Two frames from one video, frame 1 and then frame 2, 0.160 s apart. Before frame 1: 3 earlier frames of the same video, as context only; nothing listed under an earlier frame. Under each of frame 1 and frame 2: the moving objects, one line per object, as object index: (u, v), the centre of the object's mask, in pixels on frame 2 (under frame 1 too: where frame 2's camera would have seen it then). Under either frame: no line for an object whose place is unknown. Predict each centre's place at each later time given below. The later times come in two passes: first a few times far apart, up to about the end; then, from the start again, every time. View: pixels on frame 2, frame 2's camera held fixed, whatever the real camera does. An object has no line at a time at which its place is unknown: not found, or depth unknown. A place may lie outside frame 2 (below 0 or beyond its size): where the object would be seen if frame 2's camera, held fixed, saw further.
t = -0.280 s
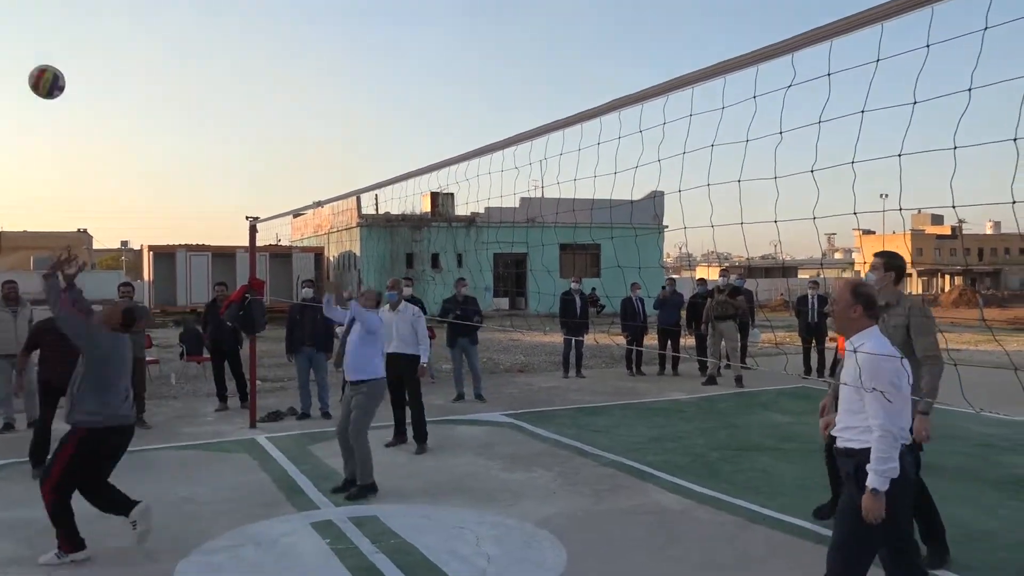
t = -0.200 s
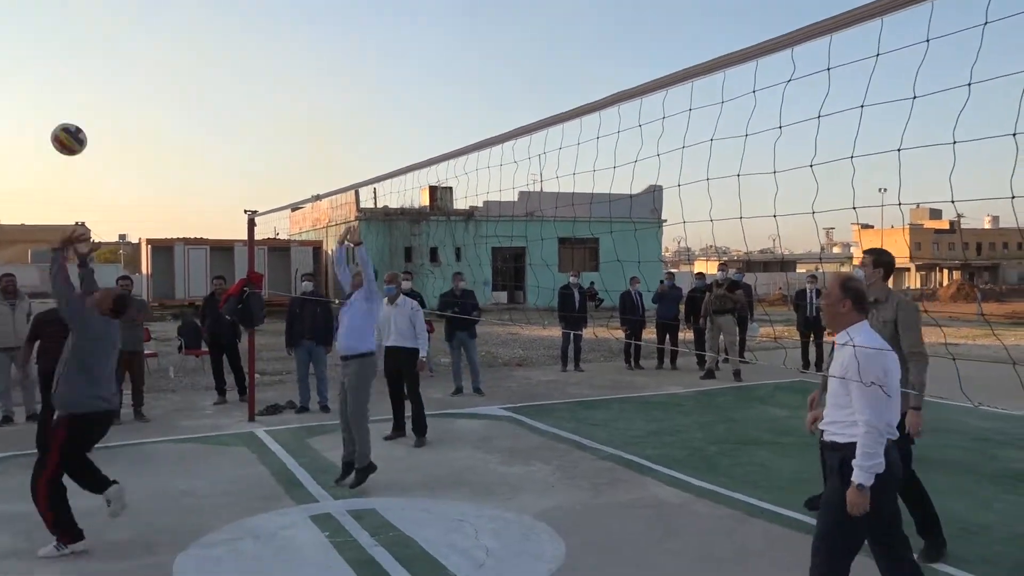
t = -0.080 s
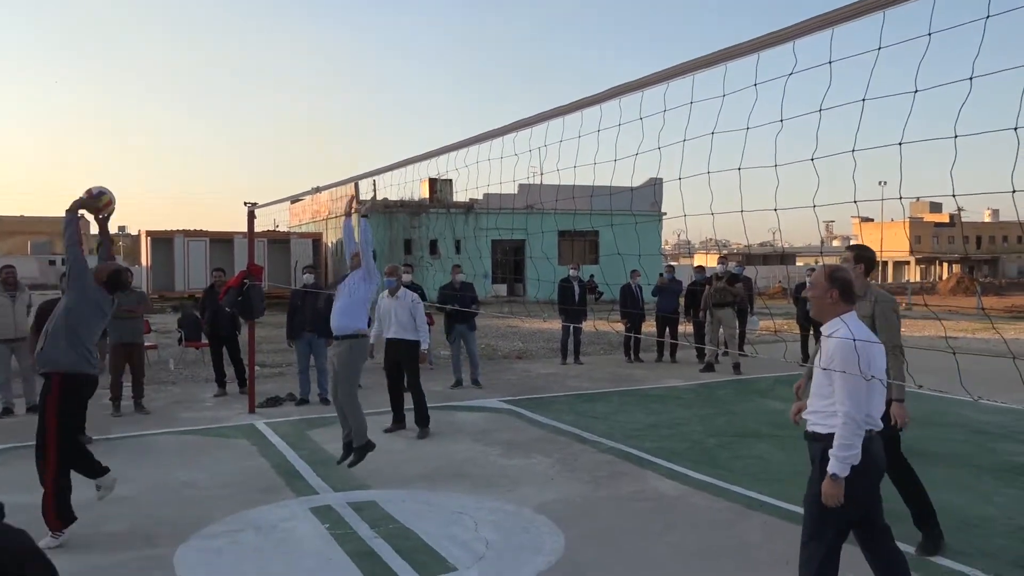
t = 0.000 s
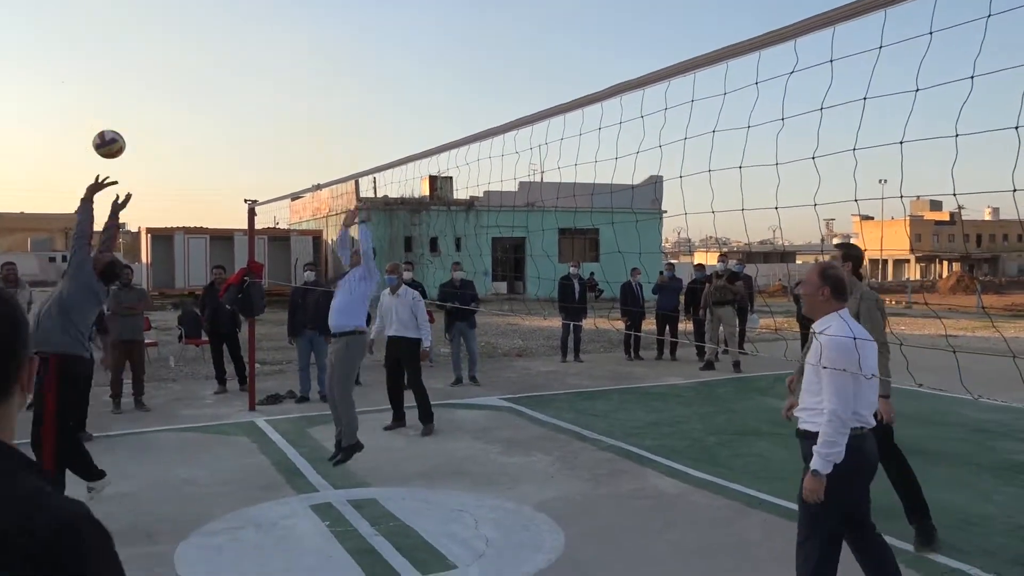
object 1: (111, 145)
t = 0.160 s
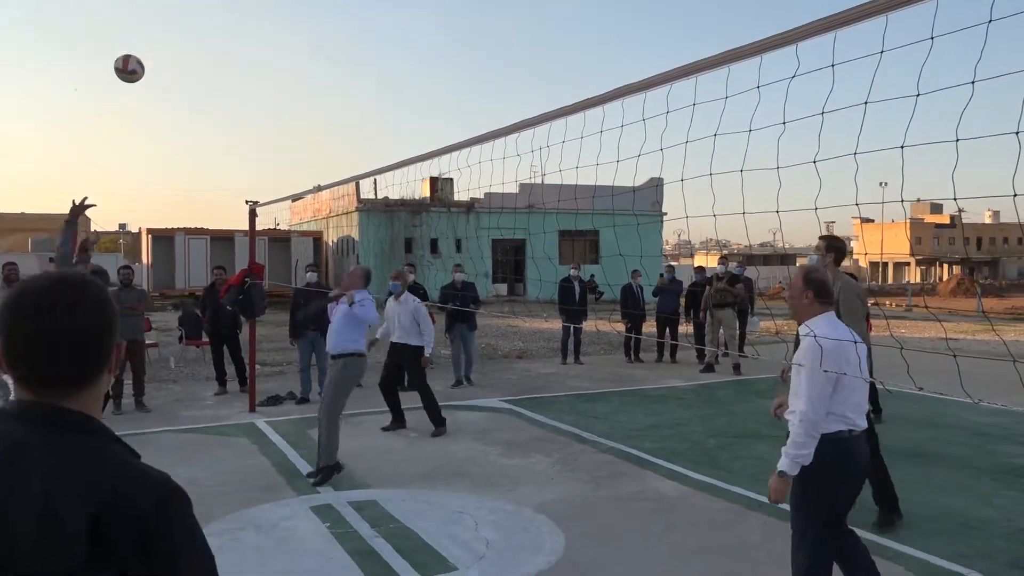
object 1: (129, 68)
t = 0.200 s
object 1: (133, 56)
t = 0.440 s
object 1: (156, 28)
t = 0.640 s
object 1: (174, 57)
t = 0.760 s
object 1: (184, 95)
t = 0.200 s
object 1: (133, 56)
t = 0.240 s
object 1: (137, 46)
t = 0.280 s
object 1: (141, 38)
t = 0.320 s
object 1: (145, 32)
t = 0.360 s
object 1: (149, 29)
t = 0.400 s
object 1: (153, 27)
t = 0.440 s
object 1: (156, 28)
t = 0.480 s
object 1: (160, 30)
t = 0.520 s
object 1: (163, 34)
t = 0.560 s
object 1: (167, 40)
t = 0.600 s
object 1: (171, 47)
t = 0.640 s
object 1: (174, 57)
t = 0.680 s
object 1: (177, 68)
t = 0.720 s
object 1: (181, 81)
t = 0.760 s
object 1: (184, 95)
